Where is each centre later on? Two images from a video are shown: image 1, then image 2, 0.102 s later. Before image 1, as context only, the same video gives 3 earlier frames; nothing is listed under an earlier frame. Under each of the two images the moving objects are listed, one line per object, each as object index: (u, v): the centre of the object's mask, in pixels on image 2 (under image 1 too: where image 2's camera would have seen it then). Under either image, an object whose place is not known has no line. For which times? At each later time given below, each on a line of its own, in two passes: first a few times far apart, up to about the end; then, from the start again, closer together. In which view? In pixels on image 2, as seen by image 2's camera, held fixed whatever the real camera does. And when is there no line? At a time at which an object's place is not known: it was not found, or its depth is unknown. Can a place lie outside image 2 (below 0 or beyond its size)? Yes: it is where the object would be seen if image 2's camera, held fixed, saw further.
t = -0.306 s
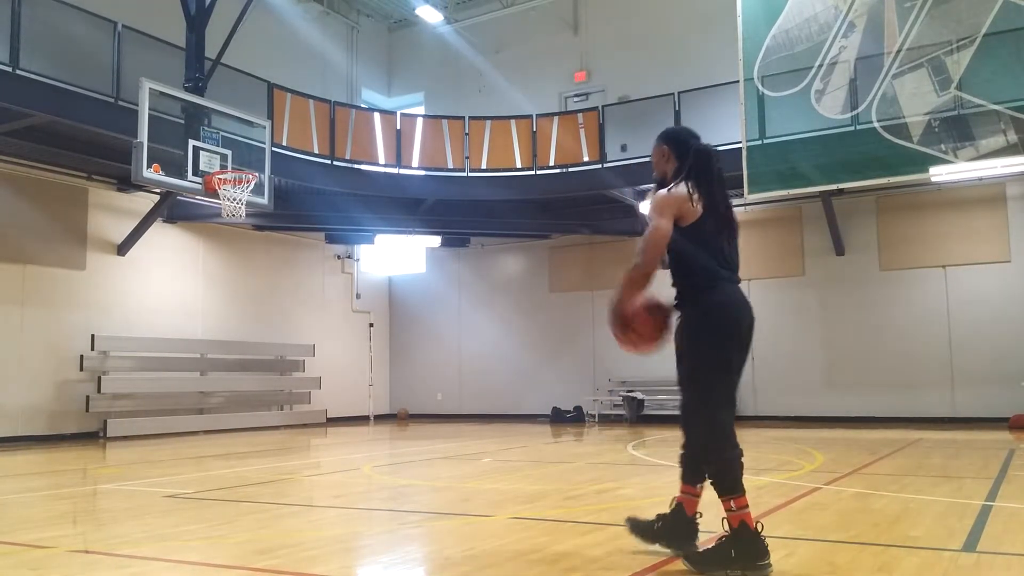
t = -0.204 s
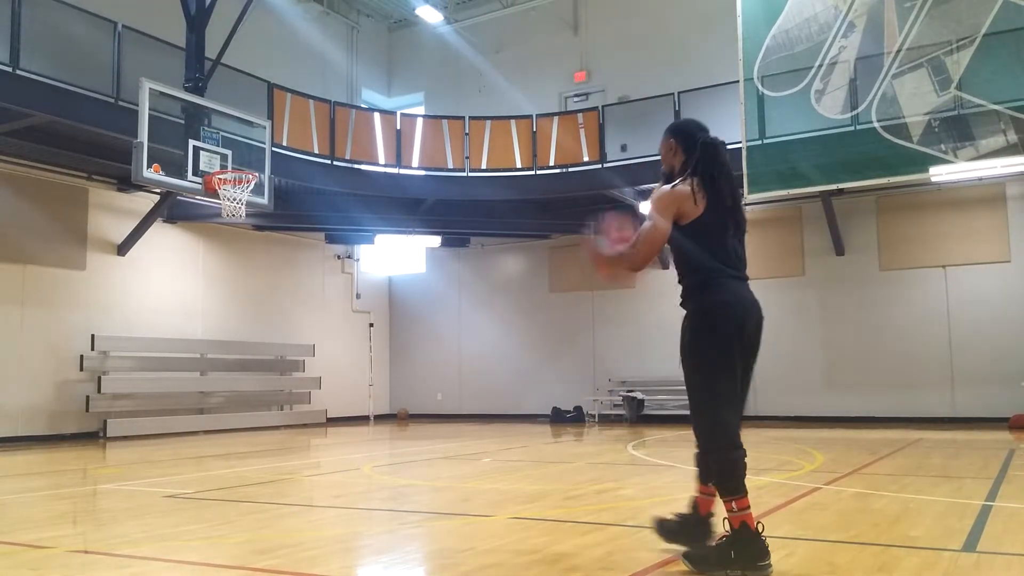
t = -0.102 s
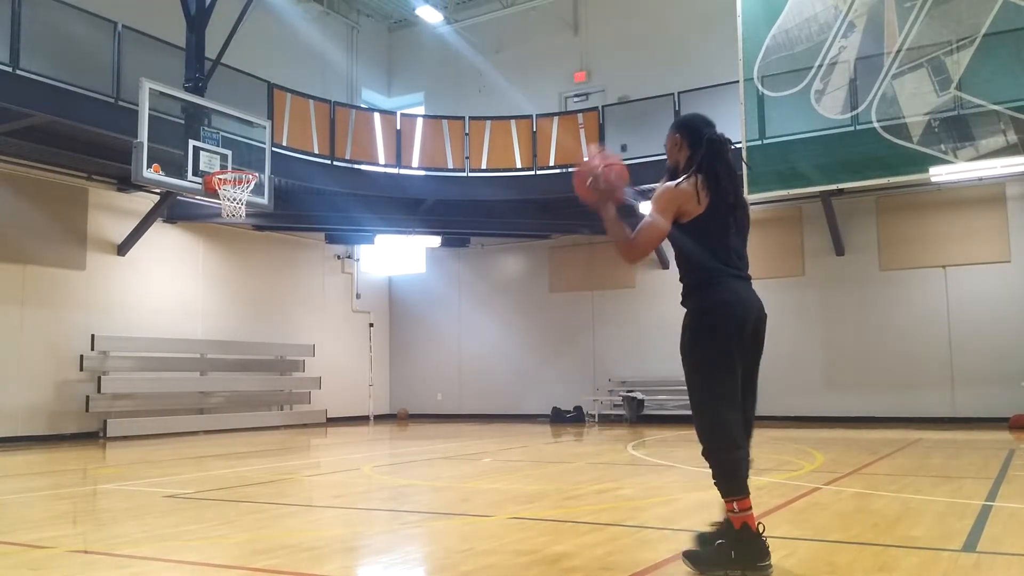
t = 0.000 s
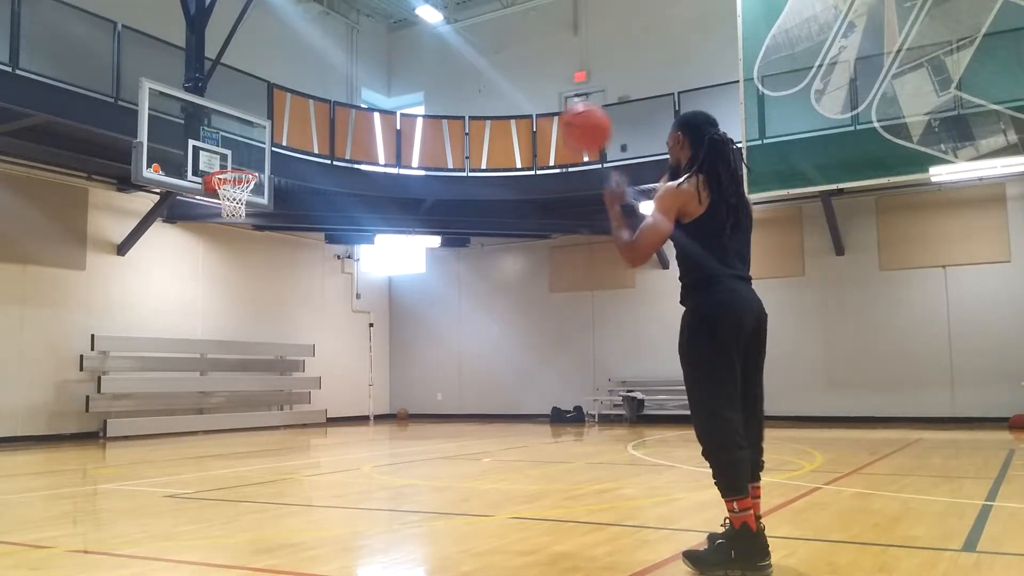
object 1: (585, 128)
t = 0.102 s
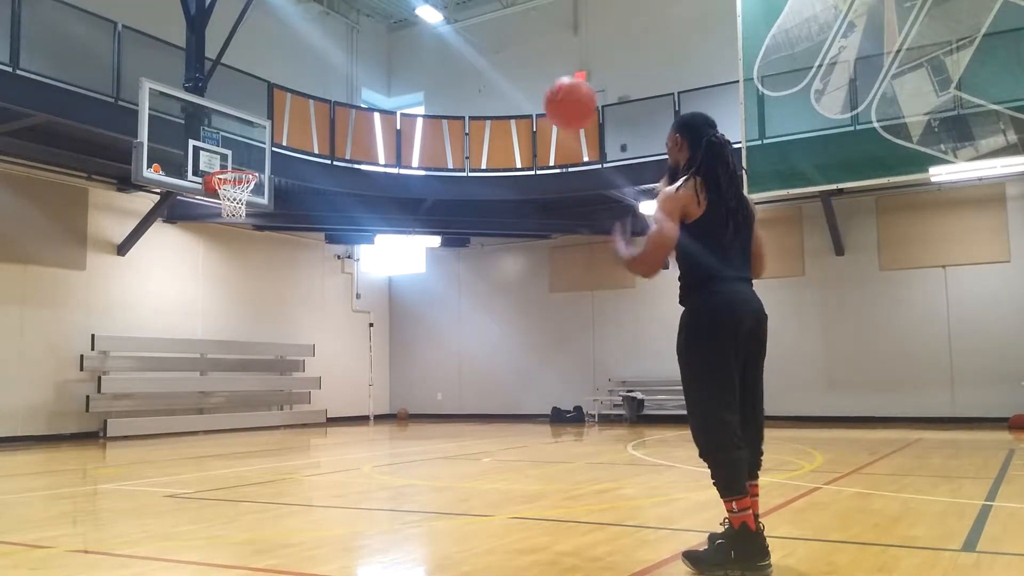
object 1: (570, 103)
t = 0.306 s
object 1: (545, 115)
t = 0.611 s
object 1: (511, 287)
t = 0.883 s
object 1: (502, 437)
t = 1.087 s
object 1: (533, 311)
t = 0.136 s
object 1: (566, 100)
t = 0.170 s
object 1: (562, 98)
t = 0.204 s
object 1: (557, 99)
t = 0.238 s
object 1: (553, 102)
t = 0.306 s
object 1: (545, 115)
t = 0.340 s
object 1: (541, 126)
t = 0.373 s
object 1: (537, 138)
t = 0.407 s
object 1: (533, 155)
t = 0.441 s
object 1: (529, 173)
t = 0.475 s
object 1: (525, 193)
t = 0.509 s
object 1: (522, 208)
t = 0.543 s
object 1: (519, 232)
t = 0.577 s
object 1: (515, 259)
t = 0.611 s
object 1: (511, 287)
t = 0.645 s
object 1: (509, 318)
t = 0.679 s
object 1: (505, 352)
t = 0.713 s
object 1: (500, 386)
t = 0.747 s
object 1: (498, 420)
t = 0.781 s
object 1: (493, 463)
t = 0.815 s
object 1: (491, 491)
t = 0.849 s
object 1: (496, 465)
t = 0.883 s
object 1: (502, 437)
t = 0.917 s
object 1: (507, 411)
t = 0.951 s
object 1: (511, 388)
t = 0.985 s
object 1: (517, 367)
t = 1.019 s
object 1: (522, 344)
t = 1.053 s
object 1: (528, 326)
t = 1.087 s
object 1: (533, 311)
